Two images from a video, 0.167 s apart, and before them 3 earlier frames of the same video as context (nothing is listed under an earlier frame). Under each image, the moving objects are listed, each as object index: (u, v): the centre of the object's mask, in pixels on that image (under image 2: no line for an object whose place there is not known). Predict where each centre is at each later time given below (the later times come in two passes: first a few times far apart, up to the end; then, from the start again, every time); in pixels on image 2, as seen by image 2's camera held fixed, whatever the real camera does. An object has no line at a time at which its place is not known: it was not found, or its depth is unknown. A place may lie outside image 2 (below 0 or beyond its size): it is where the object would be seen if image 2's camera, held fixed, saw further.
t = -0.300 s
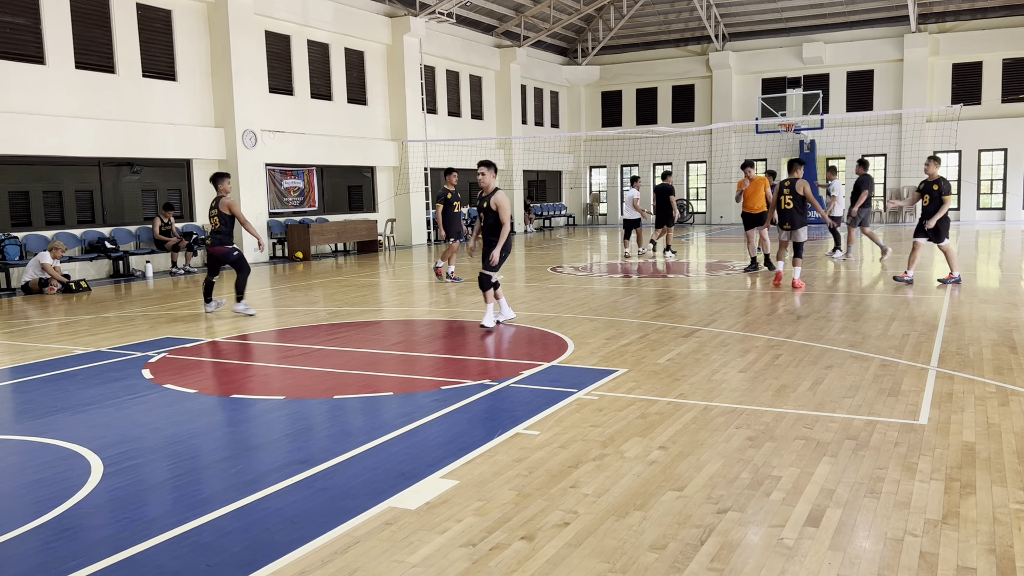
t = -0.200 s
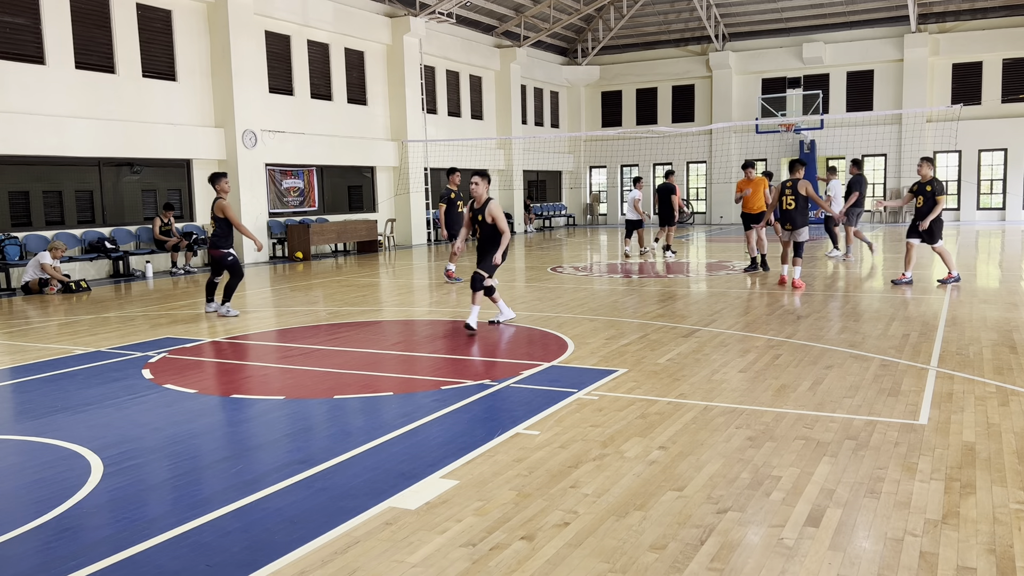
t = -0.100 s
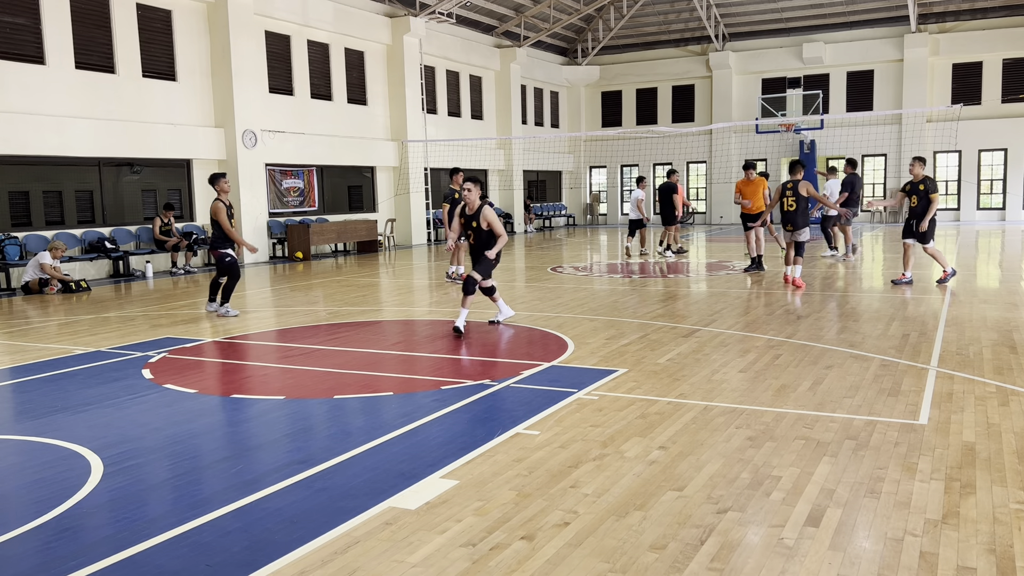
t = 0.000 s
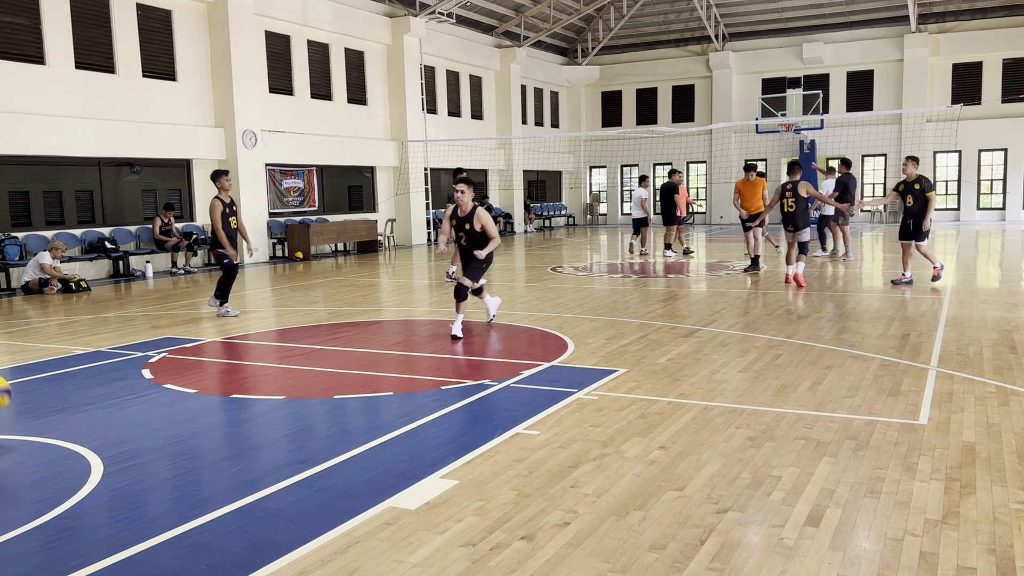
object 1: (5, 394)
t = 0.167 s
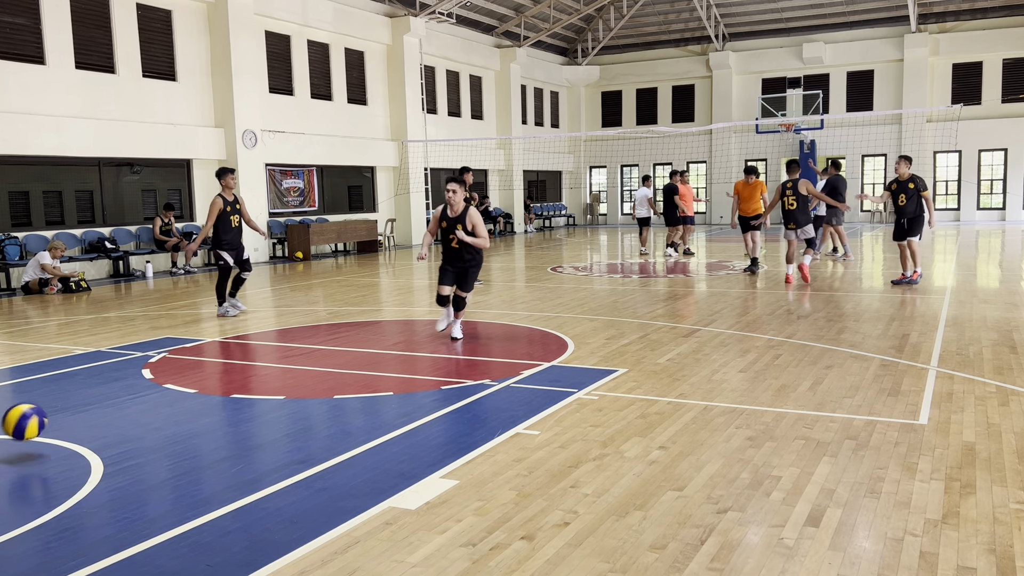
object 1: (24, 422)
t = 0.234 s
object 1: (37, 411)
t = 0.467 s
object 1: (92, 438)
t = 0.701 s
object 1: (151, 443)
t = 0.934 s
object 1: (222, 485)
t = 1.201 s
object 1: (311, 513)
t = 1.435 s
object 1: (401, 524)
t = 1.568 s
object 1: (458, 547)
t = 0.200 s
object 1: (31, 415)
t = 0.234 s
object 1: (37, 411)
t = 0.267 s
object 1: (44, 409)
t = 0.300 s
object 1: (52, 409)
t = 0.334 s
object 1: (59, 410)
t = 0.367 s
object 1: (67, 414)
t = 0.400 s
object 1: (75, 420)
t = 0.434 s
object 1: (83, 427)
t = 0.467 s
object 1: (92, 438)
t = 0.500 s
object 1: (101, 449)
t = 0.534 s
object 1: (111, 463)
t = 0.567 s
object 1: (119, 455)
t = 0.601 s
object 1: (127, 449)
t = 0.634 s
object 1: (134, 445)
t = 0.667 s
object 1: (142, 443)
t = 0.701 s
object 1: (151, 443)
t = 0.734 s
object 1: (161, 445)
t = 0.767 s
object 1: (171, 450)
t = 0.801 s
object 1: (181, 457)
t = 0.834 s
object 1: (191, 467)
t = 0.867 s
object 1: (202, 479)
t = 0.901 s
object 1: (212, 492)
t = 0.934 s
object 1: (222, 485)
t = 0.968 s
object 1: (230, 479)
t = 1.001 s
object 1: (241, 476)
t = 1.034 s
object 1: (252, 476)
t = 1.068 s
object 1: (263, 478)
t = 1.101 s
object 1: (275, 483)
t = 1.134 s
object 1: (287, 491)
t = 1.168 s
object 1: (300, 501)
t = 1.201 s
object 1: (311, 513)
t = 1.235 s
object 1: (324, 520)
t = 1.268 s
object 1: (334, 514)
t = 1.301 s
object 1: (346, 510)
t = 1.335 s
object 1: (359, 509)
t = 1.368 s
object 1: (373, 511)
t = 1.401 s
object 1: (386, 515)
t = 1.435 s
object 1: (401, 524)
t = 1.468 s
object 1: (415, 535)
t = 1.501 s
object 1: (430, 548)
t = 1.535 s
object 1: (444, 550)
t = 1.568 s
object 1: (458, 547)
